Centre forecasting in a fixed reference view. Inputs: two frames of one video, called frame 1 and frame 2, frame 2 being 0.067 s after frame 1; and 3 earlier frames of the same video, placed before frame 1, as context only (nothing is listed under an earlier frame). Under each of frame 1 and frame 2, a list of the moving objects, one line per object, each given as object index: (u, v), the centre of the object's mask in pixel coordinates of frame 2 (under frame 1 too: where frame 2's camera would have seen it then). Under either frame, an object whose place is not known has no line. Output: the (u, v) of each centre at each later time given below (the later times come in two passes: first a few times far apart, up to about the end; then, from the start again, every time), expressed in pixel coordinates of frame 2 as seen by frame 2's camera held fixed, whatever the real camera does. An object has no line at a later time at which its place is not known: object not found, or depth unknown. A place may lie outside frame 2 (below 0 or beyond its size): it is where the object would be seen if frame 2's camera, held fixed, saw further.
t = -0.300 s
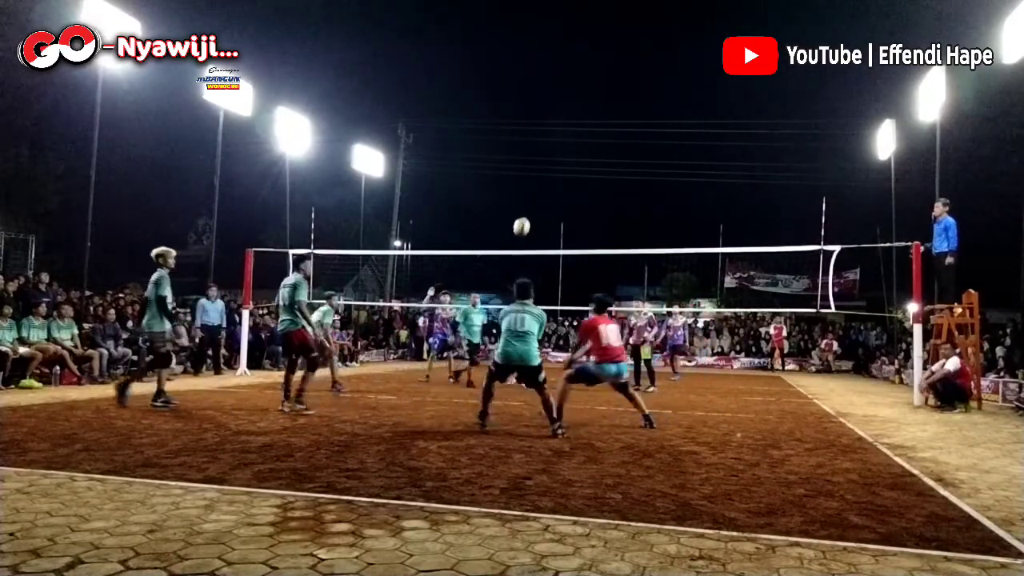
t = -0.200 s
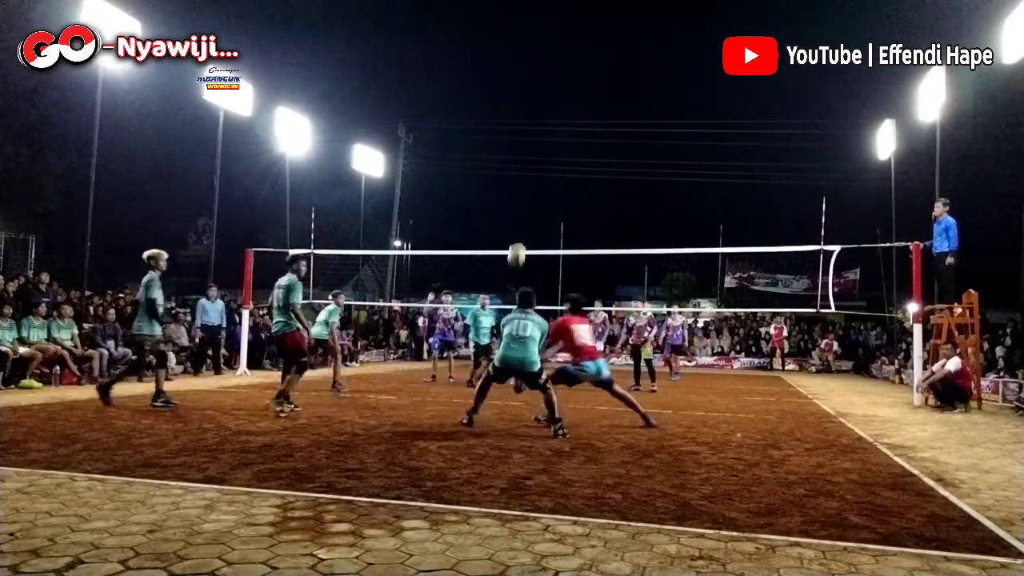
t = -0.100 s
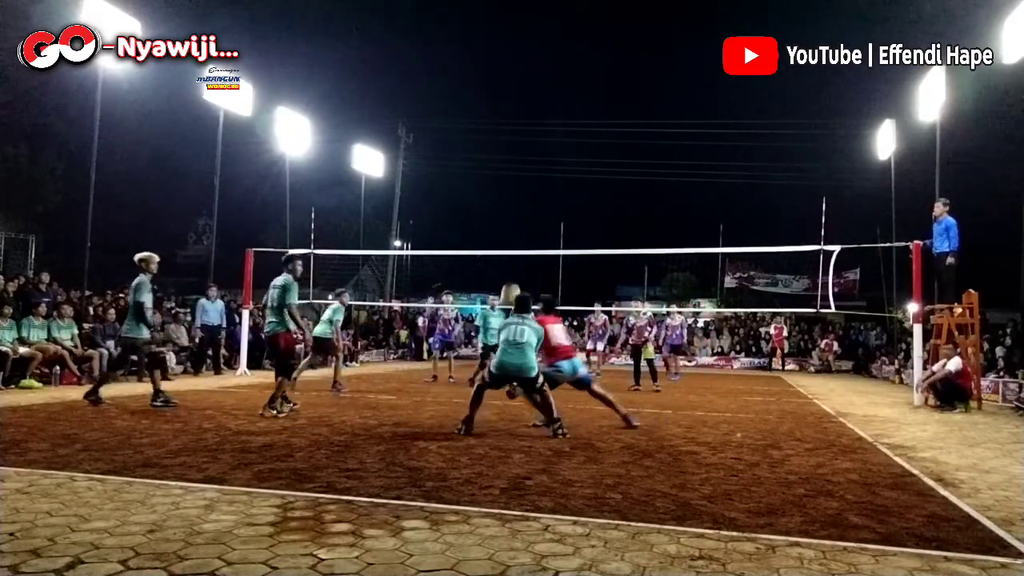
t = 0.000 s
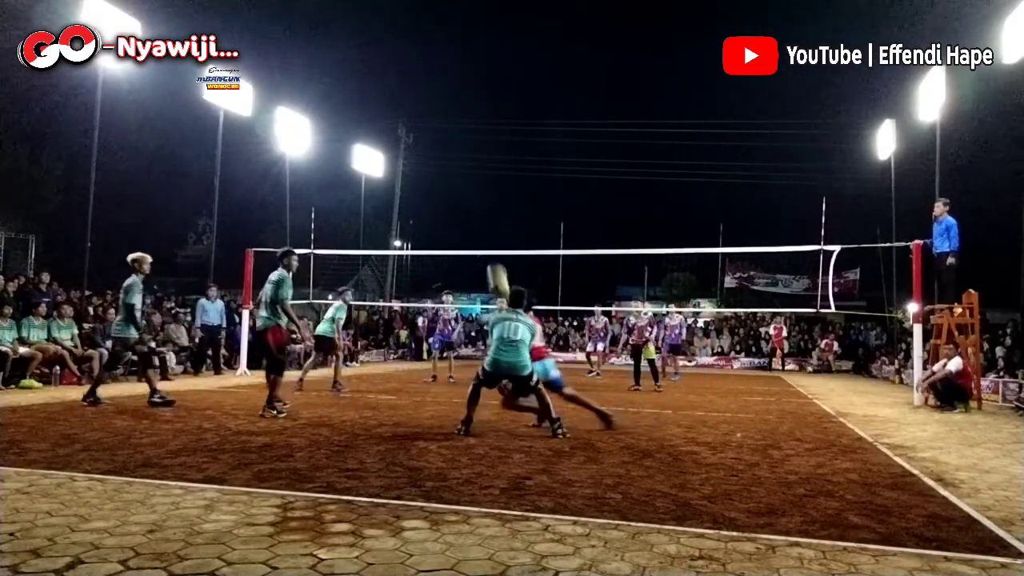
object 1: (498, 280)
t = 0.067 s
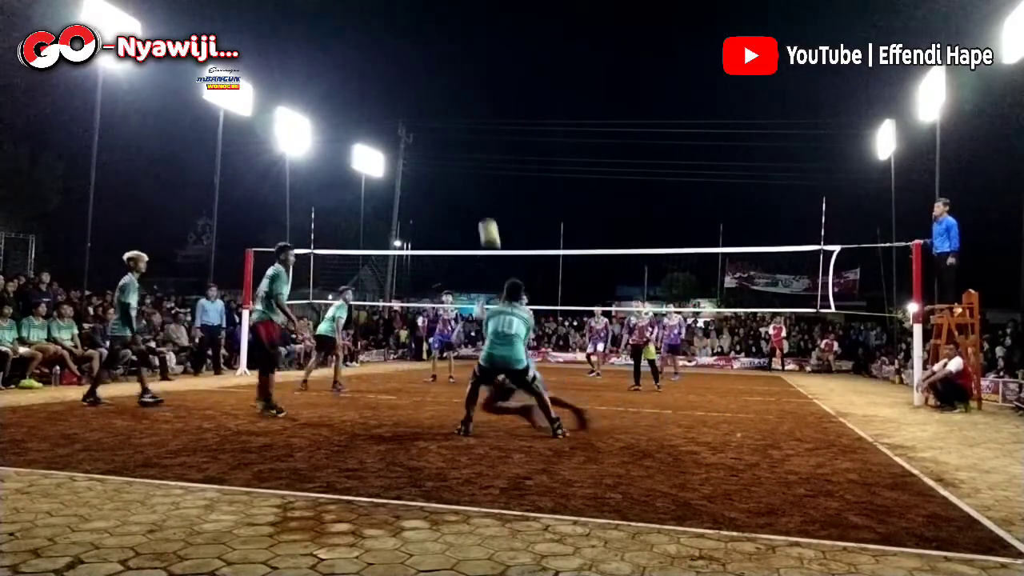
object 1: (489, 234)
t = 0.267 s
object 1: (468, 131)
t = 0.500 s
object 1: (446, 62)
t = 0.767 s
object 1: (424, 40)
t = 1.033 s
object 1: (404, 67)
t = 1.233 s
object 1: (390, 115)
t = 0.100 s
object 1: (485, 214)
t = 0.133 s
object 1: (481, 195)
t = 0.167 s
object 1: (478, 178)
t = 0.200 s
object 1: (474, 161)
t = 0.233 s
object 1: (471, 146)
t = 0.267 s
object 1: (468, 131)
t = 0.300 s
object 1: (464, 118)
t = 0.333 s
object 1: (461, 106)
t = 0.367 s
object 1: (458, 96)
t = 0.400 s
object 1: (455, 86)
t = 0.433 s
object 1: (452, 77)
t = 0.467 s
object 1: (449, 69)
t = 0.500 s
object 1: (446, 62)
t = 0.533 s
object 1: (443, 56)
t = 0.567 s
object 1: (440, 52)
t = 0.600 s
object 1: (438, 48)
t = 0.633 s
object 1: (435, 45)
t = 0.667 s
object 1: (432, 42)
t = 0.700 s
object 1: (430, 40)
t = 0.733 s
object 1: (427, 40)
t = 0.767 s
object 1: (424, 40)
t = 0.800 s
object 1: (422, 41)
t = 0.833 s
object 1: (419, 42)
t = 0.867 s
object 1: (417, 45)
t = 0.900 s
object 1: (414, 48)
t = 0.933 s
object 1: (412, 52)
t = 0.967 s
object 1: (409, 56)
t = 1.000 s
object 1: (407, 61)
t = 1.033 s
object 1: (404, 67)
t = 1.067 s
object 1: (402, 73)
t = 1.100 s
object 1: (400, 81)
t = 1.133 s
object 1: (397, 88)
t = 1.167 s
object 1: (395, 96)
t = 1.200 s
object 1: (392, 106)
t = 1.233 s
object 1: (390, 115)
